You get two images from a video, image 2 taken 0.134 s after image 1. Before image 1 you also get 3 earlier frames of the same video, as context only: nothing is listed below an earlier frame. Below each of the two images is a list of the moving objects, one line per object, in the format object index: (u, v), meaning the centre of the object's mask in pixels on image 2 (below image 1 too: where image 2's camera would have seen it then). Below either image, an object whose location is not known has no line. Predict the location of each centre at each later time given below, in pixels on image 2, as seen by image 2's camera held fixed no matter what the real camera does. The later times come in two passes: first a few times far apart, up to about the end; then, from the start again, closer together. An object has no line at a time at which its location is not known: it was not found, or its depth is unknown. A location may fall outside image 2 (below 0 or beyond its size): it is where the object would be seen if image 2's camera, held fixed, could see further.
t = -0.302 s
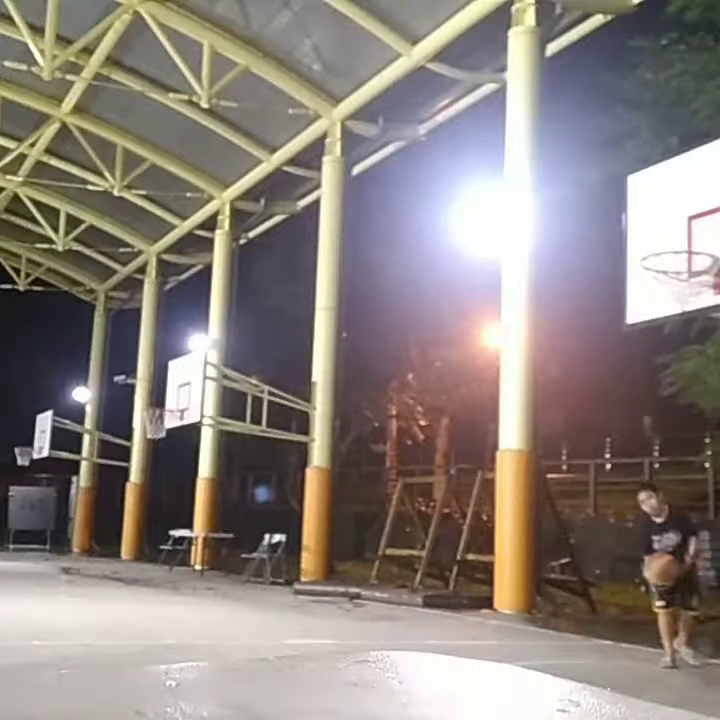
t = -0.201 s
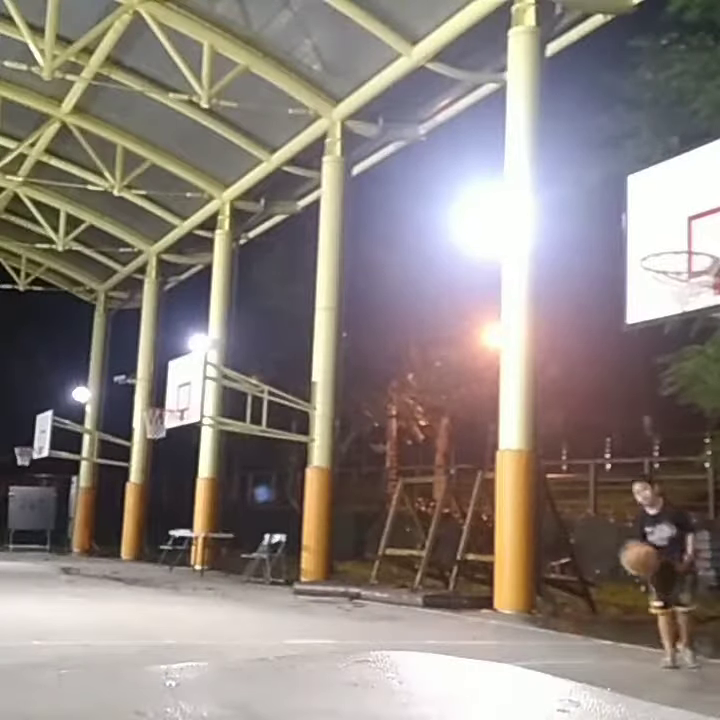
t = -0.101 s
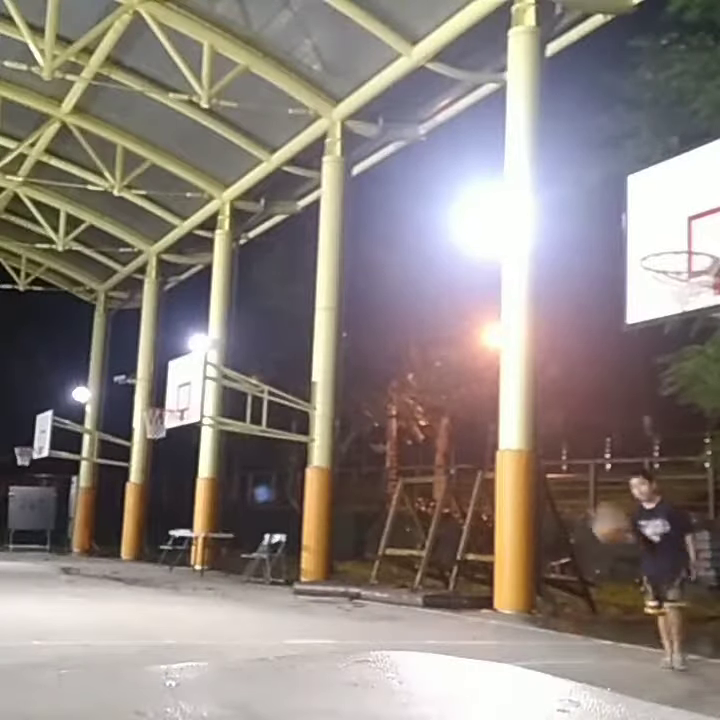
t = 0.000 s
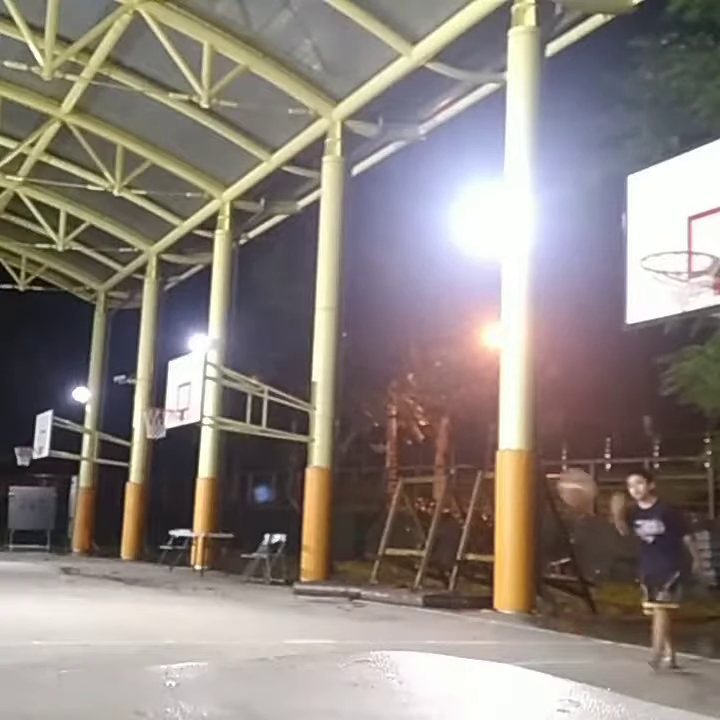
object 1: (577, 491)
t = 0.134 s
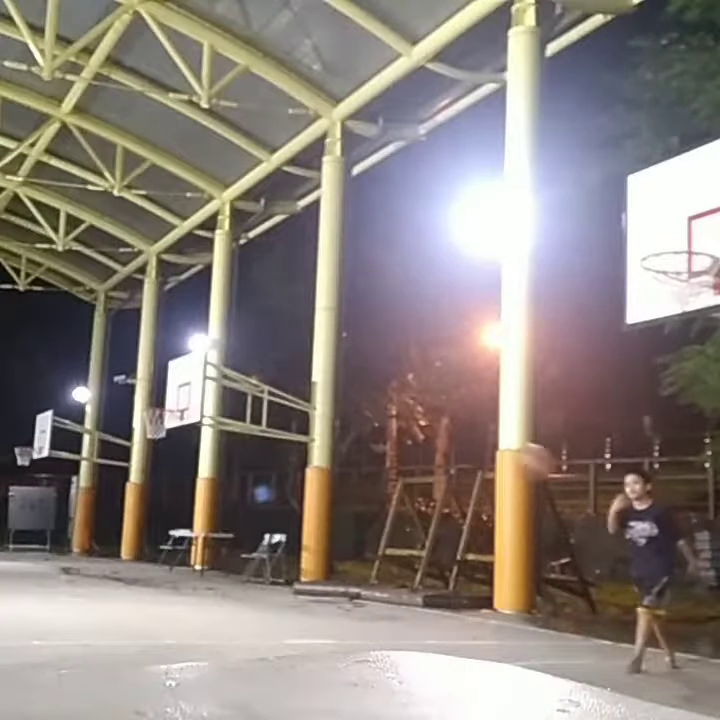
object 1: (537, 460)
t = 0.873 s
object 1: (261, 572)
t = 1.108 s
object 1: (190, 545)
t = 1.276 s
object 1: (134, 587)
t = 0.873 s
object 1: (261, 572)
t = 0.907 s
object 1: (250, 561)
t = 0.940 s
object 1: (243, 556)
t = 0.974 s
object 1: (234, 551)
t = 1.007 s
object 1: (223, 546)
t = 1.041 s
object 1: (212, 544)
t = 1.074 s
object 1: (202, 543)
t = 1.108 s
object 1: (190, 545)
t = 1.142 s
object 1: (178, 548)
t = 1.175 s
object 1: (169, 554)
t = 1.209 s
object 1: (158, 561)
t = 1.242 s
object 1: (146, 573)
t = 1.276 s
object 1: (134, 587)
